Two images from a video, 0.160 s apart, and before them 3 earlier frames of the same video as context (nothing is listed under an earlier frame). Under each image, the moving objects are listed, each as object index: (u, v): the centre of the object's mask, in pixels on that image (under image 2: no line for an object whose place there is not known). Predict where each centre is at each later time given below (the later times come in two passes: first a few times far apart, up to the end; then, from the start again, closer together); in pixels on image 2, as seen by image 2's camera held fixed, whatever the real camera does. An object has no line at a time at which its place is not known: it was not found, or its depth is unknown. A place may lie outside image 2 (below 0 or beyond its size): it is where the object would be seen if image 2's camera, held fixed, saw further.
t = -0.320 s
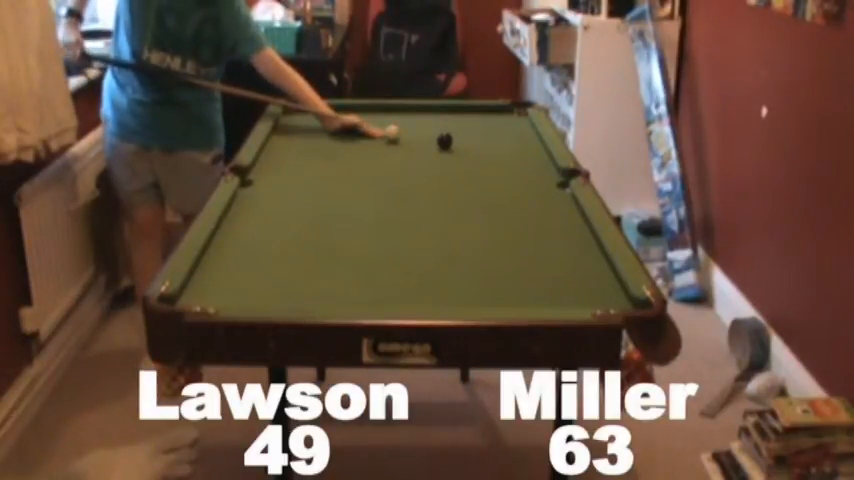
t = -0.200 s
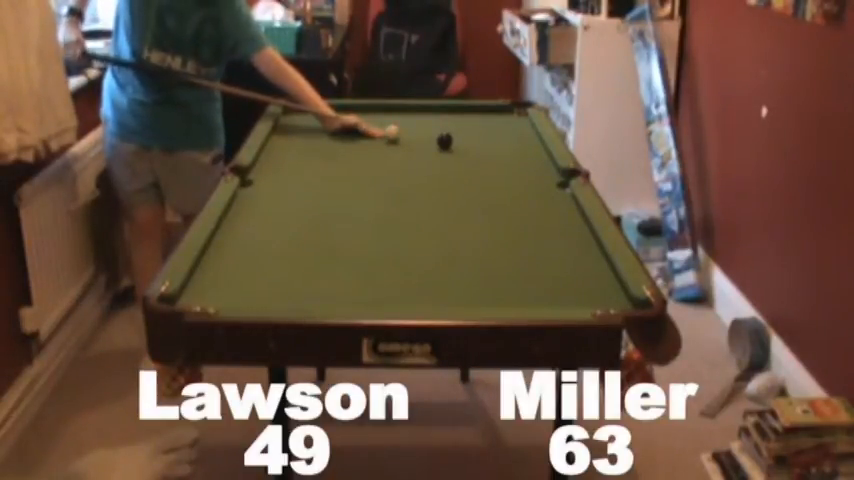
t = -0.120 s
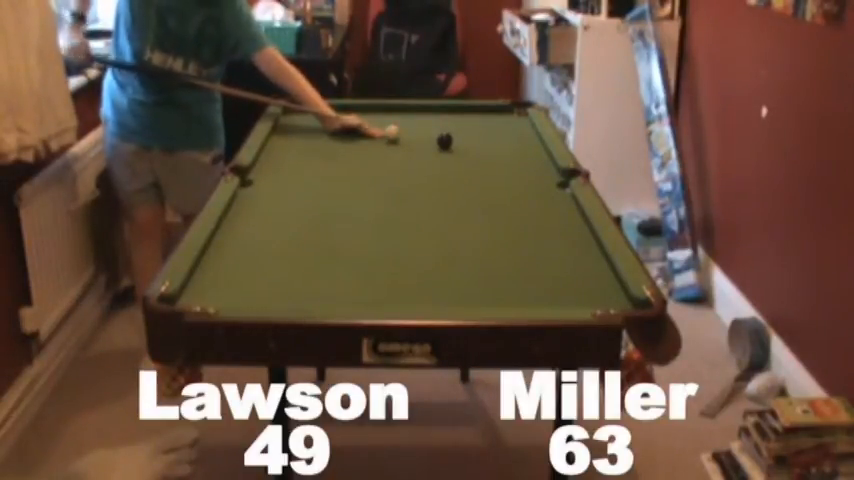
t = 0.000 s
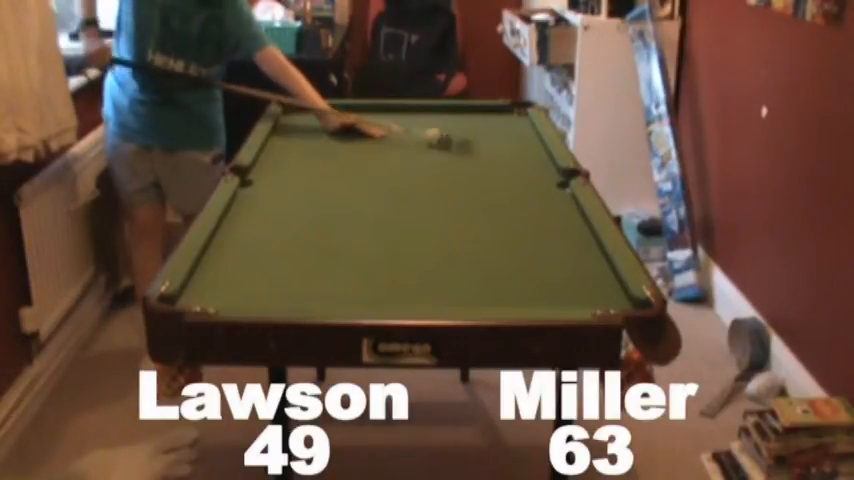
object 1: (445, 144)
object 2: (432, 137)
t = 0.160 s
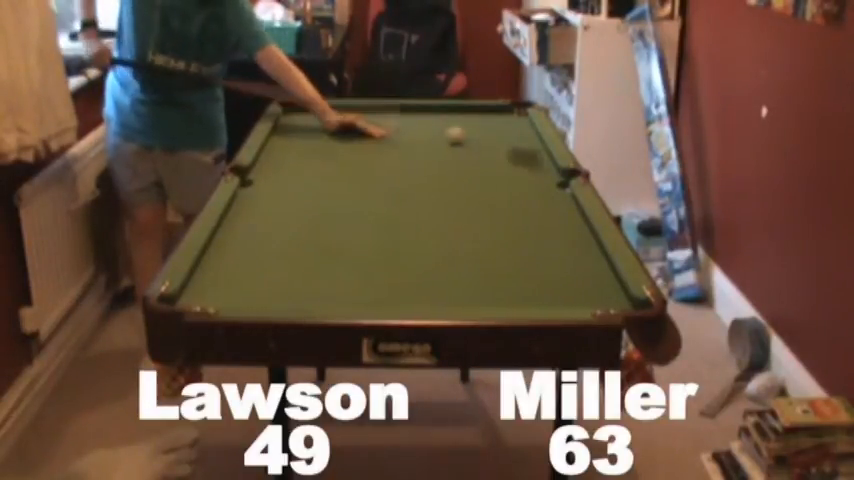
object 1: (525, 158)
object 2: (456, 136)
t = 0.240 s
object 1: (542, 162)
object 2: (466, 133)
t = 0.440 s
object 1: (517, 171)
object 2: (492, 133)
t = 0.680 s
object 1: (487, 184)
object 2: (515, 132)
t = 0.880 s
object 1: (462, 193)
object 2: (529, 132)
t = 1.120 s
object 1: (433, 205)
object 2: (527, 132)
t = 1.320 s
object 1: (410, 214)
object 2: (526, 132)
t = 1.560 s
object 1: (387, 224)
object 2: (526, 132)
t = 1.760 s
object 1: (371, 232)
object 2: (526, 132)
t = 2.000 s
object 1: (356, 239)
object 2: (526, 132)
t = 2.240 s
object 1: (345, 246)
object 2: (526, 131)
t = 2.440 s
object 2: (526, 131)
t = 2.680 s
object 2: (526, 131)
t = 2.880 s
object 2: (526, 132)
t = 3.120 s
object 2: (526, 132)
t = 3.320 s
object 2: (526, 132)
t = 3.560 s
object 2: (526, 132)
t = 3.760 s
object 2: (526, 132)
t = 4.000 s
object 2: (526, 132)
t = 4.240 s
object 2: (526, 132)
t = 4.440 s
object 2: (526, 132)
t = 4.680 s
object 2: (526, 132)
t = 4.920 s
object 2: (526, 131)
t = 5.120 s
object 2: (526, 131)
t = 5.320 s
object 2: (526, 131)
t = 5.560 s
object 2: (526, 132)
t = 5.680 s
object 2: (526, 131)
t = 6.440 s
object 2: (526, 132)
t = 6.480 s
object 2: (526, 132)
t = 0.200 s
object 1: (537, 160)
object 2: (461, 134)
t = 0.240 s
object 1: (542, 162)
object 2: (466, 133)
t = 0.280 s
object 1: (536, 163)
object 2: (471, 133)
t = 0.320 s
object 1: (531, 165)
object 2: (476, 134)
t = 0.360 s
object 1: (526, 167)
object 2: (482, 133)
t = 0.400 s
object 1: (522, 169)
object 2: (487, 133)
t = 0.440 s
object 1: (517, 171)
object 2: (492, 133)
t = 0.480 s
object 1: (512, 173)
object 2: (496, 133)
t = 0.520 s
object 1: (507, 175)
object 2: (501, 133)
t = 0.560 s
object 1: (503, 177)
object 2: (504, 132)
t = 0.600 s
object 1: (497, 179)
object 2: (508, 132)
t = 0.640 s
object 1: (492, 181)
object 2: (512, 132)
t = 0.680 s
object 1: (487, 184)
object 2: (515, 132)
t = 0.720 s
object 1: (482, 185)
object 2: (518, 132)
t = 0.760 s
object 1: (477, 188)
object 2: (521, 132)
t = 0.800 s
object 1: (472, 189)
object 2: (524, 132)
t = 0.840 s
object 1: (467, 191)
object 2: (527, 132)
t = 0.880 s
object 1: (462, 193)
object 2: (529, 132)
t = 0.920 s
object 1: (458, 195)
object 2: (529, 132)
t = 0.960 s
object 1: (453, 197)
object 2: (529, 132)
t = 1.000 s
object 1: (447, 199)
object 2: (528, 132)
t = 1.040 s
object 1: (443, 201)
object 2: (528, 132)
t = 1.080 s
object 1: (438, 203)
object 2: (527, 132)
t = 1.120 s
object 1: (433, 205)
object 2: (527, 132)
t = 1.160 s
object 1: (429, 207)
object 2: (526, 132)
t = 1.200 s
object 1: (424, 209)
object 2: (526, 132)
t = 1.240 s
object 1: (419, 211)
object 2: (526, 132)
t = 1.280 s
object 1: (415, 212)
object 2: (526, 132)
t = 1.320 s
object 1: (410, 214)
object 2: (526, 132)
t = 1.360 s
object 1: (407, 216)
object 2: (526, 132)
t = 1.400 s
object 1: (403, 218)
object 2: (526, 132)
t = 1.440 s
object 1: (399, 219)
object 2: (526, 132)
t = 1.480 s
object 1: (395, 221)
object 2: (526, 132)
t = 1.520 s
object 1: (391, 222)
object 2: (526, 132)
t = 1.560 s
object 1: (387, 224)
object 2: (526, 132)
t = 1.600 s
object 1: (384, 226)
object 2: (526, 132)
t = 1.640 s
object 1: (380, 227)
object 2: (526, 132)
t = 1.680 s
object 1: (377, 229)
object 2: (526, 132)
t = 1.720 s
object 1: (374, 230)
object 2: (526, 132)
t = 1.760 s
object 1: (371, 232)
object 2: (526, 132)
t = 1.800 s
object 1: (369, 233)
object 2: (526, 132)
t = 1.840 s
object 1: (366, 234)
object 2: (526, 132)
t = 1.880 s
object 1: (363, 235)
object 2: (526, 132)
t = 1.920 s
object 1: (361, 237)
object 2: (526, 132)
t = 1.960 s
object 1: (358, 238)
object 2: (526, 132)
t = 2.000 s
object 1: (356, 239)
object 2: (526, 132)
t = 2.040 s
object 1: (354, 241)
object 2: (526, 132)
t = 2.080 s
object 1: (352, 242)
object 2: (526, 132)
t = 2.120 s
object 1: (350, 243)
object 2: (525, 131)
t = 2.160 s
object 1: (348, 244)
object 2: (525, 131)
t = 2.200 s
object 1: (347, 245)
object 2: (526, 131)
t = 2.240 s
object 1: (345, 246)
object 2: (526, 131)
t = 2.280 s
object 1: (344, 247)
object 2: (526, 131)
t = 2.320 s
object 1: (343, 248)
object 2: (526, 131)
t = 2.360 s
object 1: (342, 249)
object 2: (526, 131)
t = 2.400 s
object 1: (342, 250)
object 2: (526, 131)
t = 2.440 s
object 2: (526, 131)
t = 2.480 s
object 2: (526, 131)
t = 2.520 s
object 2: (526, 131)
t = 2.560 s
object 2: (525, 131)
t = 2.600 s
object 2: (525, 131)
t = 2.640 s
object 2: (525, 131)
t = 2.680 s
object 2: (526, 131)
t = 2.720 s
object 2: (525, 131)
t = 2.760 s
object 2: (525, 132)
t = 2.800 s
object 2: (525, 132)
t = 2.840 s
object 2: (525, 132)
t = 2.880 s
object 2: (526, 132)
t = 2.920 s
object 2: (526, 132)
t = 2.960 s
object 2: (526, 132)
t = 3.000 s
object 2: (526, 132)
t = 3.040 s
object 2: (526, 132)
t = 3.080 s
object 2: (526, 132)
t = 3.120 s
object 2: (526, 132)
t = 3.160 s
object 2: (526, 132)
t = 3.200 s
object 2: (526, 132)
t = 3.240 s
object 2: (526, 132)
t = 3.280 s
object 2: (526, 132)
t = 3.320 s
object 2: (526, 132)
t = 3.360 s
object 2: (526, 132)
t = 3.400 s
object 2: (526, 132)
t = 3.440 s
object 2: (526, 132)
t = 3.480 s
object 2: (526, 132)
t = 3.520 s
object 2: (526, 132)
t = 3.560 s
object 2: (526, 132)
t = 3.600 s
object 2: (526, 132)
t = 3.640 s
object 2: (526, 132)
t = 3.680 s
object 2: (526, 132)
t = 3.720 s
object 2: (526, 132)
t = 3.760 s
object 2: (526, 132)
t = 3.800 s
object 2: (526, 132)
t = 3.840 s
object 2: (526, 132)
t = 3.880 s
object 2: (526, 132)
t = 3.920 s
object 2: (526, 132)
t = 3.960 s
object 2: (526, 132)
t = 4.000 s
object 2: (526, 132)
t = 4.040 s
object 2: (526, 132)
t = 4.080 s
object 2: (526, 132)
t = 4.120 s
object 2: (526, 132)
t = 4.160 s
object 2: (526, 132)
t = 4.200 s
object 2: (526, 132)
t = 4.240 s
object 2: (526, 132)
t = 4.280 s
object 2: (526, 132)
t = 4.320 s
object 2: (526, 132)
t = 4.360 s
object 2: (526, 132)
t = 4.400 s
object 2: (526, 132)
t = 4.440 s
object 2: (526, 132)
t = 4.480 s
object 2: (526, 132)
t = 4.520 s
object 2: (526, 132)
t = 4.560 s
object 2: (526, 132)
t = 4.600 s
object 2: (526, 132)
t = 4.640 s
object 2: (526, 132)
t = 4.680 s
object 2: (526, 132)
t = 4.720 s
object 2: (526, 132)
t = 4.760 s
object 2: (526, 131)
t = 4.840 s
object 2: (526, 131)
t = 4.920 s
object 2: (526, 131)
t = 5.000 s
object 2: (526, 131)
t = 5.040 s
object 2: (526, 131)
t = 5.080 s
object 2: (526, 131)
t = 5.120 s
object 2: (526, 131)
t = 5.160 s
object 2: (526, 131)
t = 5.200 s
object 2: (526, 131)
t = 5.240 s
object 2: (526, 131)
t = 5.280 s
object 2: (526, 131)
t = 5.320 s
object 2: (526, 131)
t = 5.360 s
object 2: (526, 131)
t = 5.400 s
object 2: (526, 132)
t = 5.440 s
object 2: (526, 131)
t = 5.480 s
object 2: (526, 132)
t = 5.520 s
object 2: (526, 132)
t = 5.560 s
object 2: (526, 132)
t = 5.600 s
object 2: (526, 131)
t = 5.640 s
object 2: (526, 131)
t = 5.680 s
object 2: (526, 131)
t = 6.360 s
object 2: (526, 132)
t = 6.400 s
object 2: (526, 132)
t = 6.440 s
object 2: (526, 132)
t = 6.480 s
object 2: (526, 132)
